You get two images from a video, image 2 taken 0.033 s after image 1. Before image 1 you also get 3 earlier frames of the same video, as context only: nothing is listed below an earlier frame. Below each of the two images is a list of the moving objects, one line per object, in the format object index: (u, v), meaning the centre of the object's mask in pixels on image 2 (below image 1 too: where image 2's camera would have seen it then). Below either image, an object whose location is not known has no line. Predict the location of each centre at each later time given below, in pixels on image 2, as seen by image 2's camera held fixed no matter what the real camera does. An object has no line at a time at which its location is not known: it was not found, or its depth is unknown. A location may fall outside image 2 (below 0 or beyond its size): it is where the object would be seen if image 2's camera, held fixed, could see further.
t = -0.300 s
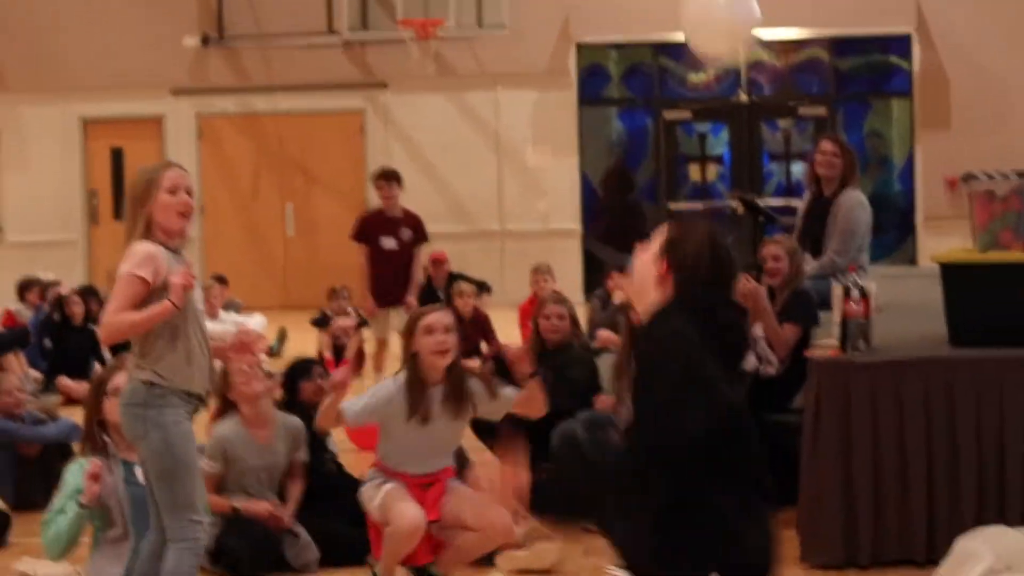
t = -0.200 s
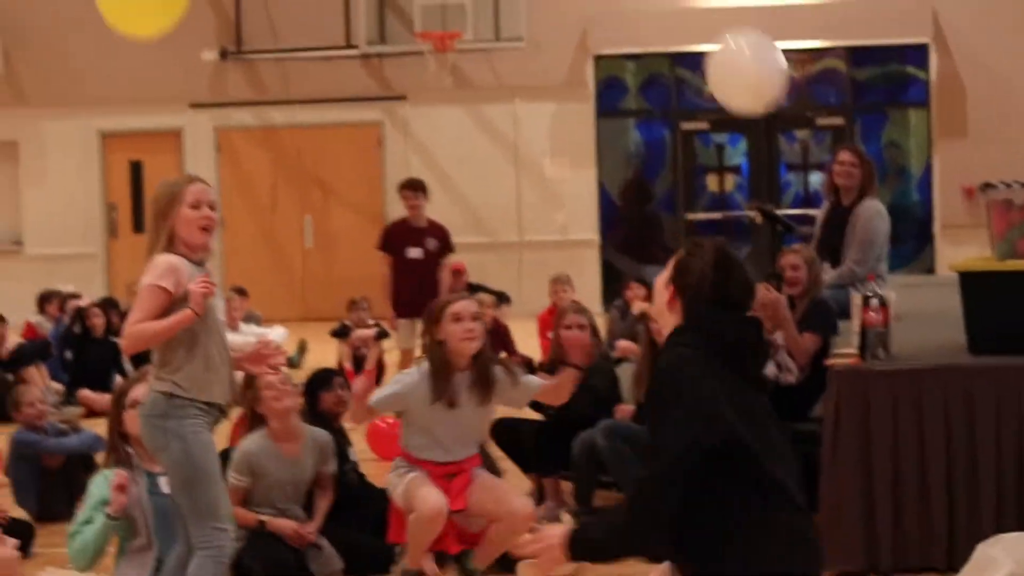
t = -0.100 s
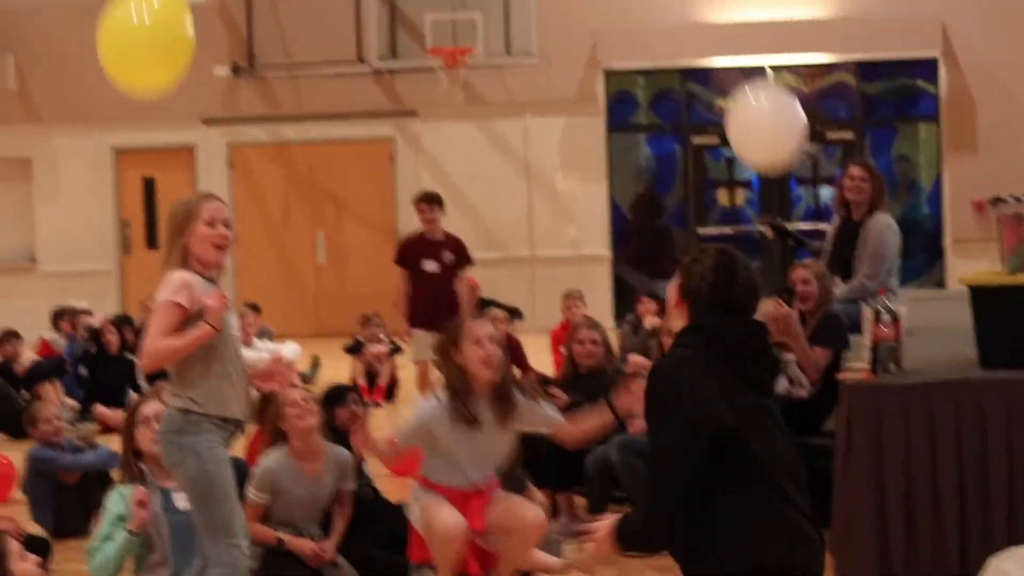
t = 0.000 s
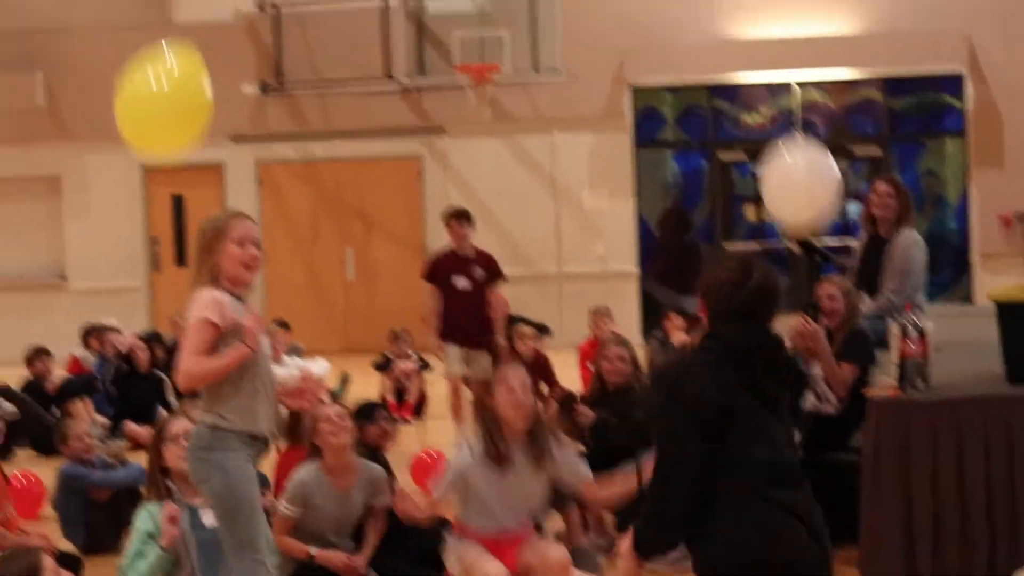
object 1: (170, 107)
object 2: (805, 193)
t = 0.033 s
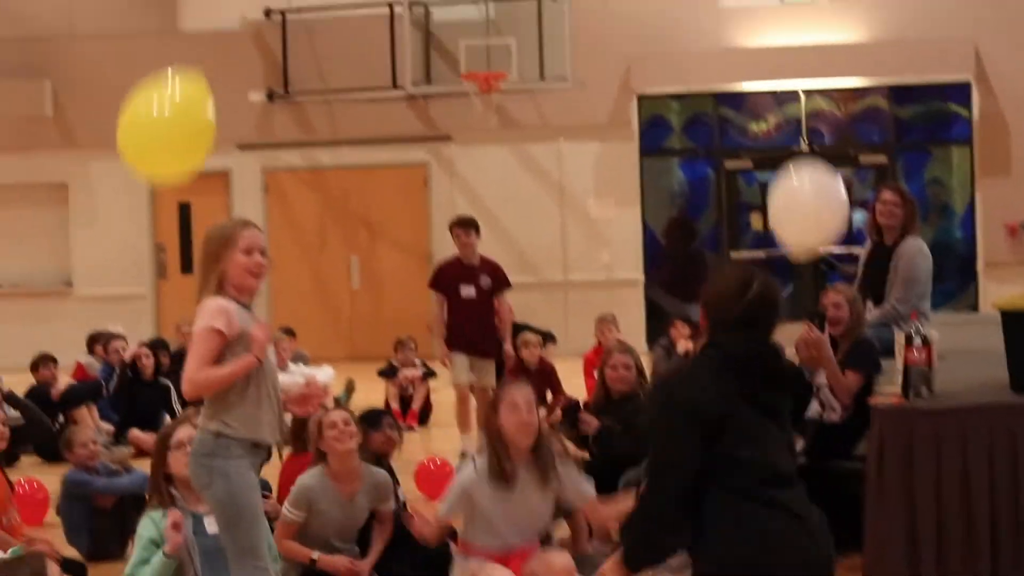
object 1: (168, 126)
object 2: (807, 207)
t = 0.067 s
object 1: (163, 145)
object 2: (808, 223)
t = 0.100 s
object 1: (160, 163)
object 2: (809, 240)
